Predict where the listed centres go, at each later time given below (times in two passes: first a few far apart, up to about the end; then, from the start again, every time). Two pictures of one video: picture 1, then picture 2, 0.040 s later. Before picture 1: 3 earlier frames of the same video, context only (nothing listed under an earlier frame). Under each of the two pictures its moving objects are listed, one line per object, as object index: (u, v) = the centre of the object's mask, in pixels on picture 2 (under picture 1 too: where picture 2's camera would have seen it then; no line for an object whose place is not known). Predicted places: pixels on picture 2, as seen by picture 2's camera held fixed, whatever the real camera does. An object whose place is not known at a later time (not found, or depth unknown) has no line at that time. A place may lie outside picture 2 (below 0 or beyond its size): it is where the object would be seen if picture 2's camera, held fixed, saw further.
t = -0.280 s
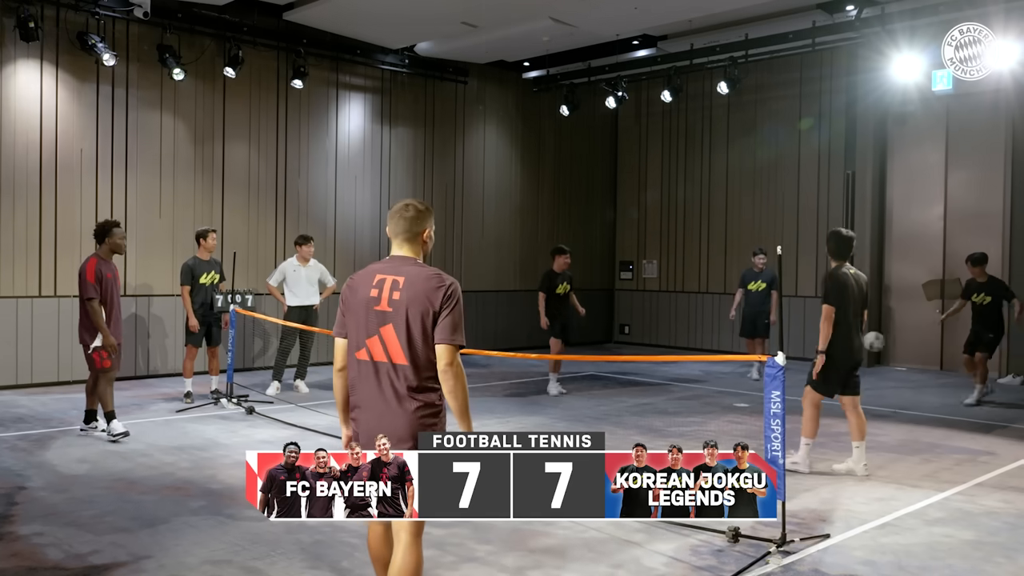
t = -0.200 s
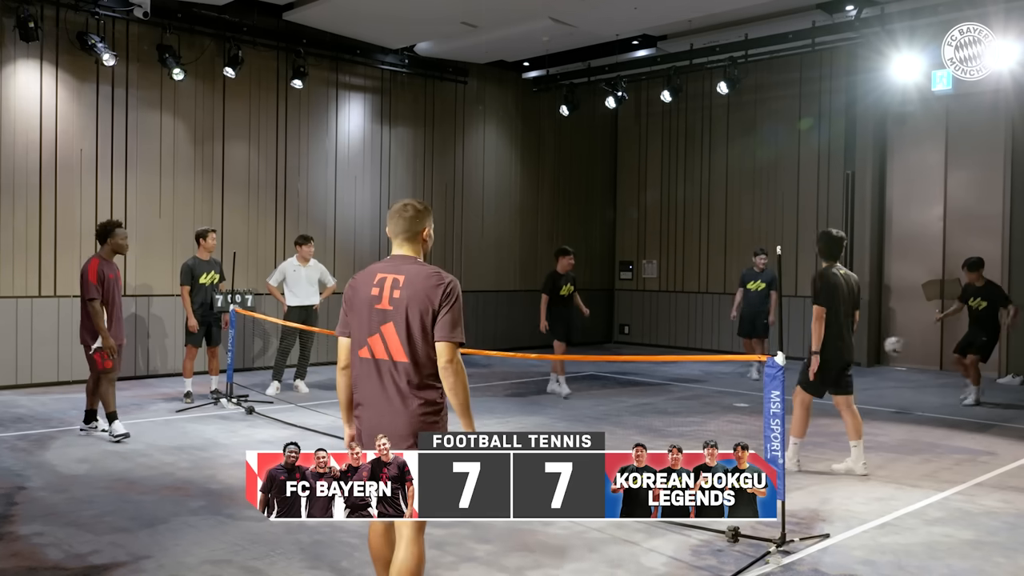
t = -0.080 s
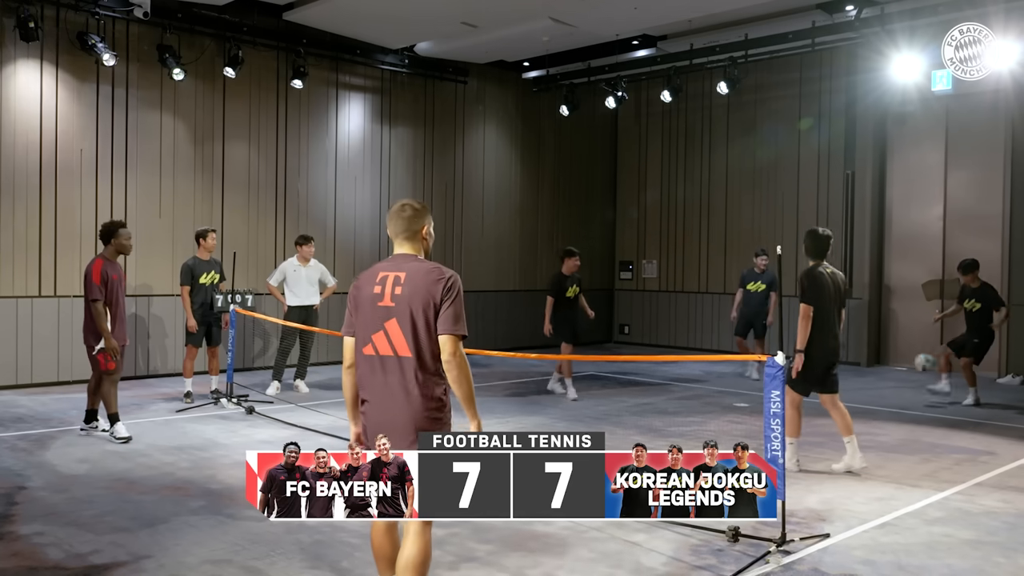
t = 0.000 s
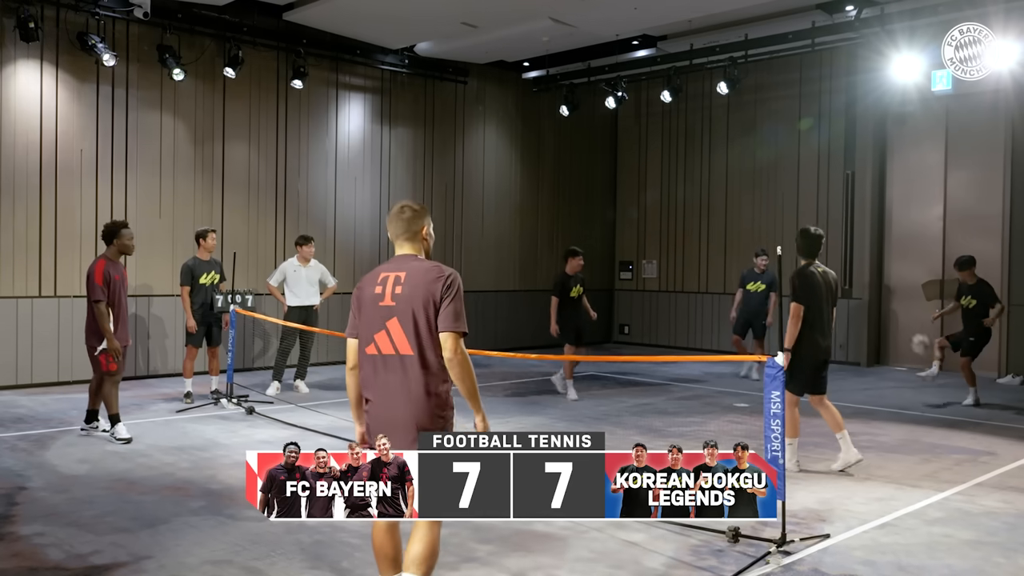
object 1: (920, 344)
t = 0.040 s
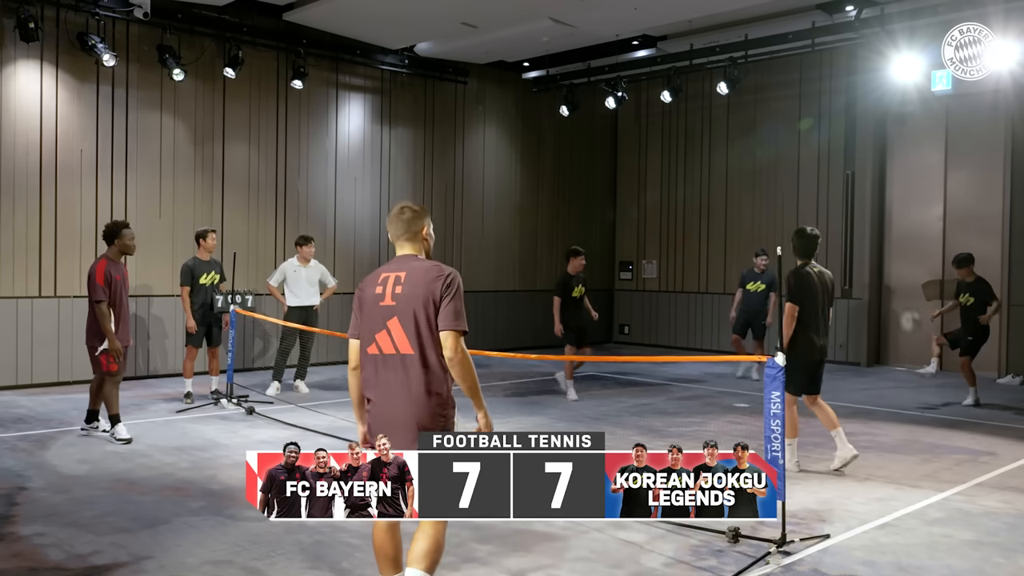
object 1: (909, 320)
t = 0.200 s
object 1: (868, 245)
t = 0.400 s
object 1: (812, 182)
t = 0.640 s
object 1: (746, 154)
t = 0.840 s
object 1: (689, 172)
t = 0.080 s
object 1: (899, 299)
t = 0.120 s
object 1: (888, 281)
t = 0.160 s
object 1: (878, 263)
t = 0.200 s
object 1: (868, 245)
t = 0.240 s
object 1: (856, 230)
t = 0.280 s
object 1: (846, 216)
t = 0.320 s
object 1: (835, 204)
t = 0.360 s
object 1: (823, 192)
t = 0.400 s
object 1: (812, 182)
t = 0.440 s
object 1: (802, 174)
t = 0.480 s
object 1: (791, 167)
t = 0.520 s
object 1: (780, 161)
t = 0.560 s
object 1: (769, 158)
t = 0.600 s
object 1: (758, 155)
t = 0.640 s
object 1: (746, 154)
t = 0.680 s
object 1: (735, 154)
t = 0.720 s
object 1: (723, 156)
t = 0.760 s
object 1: (712, 160)
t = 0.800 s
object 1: (700, 166)
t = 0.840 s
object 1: (689, 172)
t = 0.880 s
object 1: (677, 181)
